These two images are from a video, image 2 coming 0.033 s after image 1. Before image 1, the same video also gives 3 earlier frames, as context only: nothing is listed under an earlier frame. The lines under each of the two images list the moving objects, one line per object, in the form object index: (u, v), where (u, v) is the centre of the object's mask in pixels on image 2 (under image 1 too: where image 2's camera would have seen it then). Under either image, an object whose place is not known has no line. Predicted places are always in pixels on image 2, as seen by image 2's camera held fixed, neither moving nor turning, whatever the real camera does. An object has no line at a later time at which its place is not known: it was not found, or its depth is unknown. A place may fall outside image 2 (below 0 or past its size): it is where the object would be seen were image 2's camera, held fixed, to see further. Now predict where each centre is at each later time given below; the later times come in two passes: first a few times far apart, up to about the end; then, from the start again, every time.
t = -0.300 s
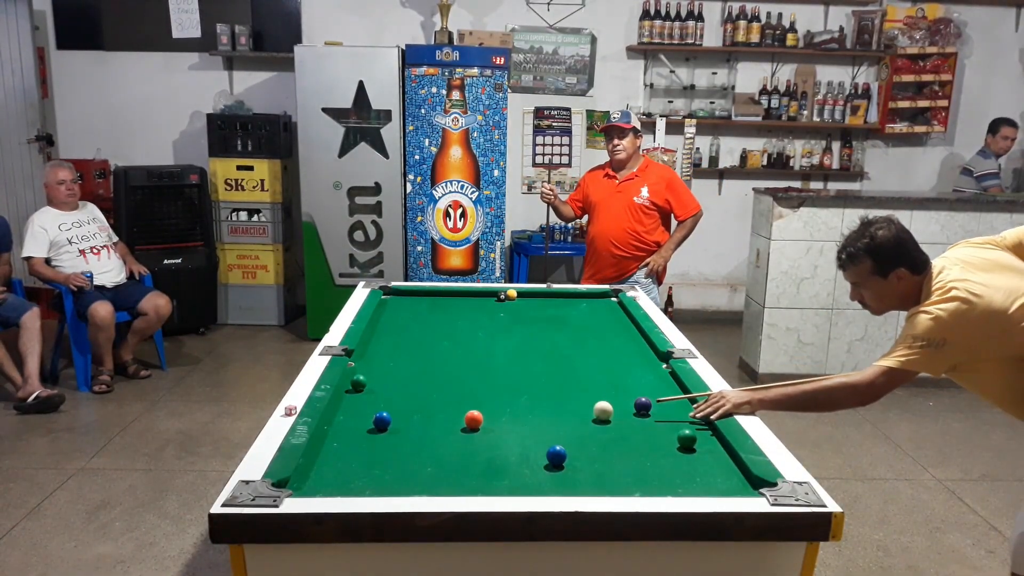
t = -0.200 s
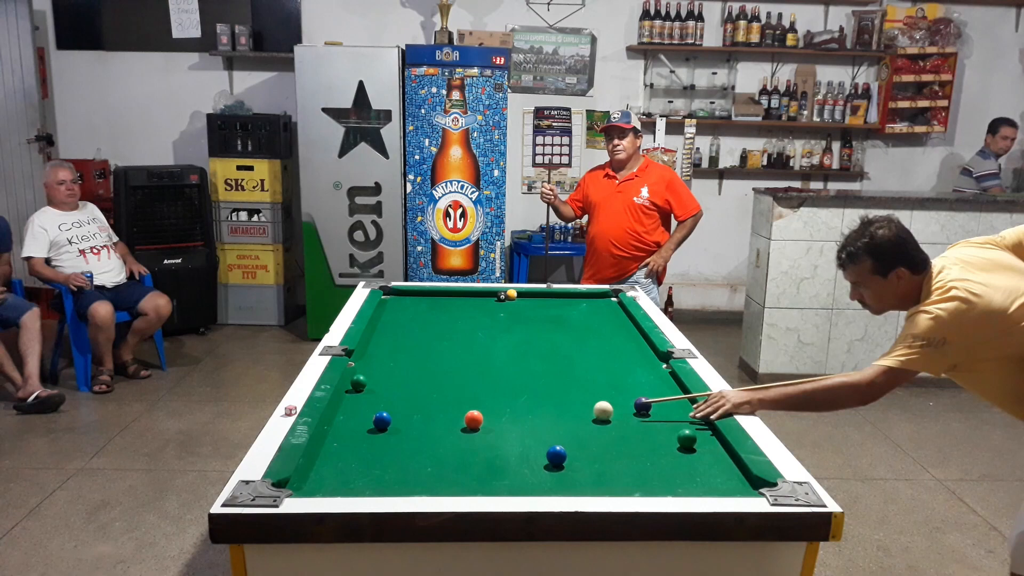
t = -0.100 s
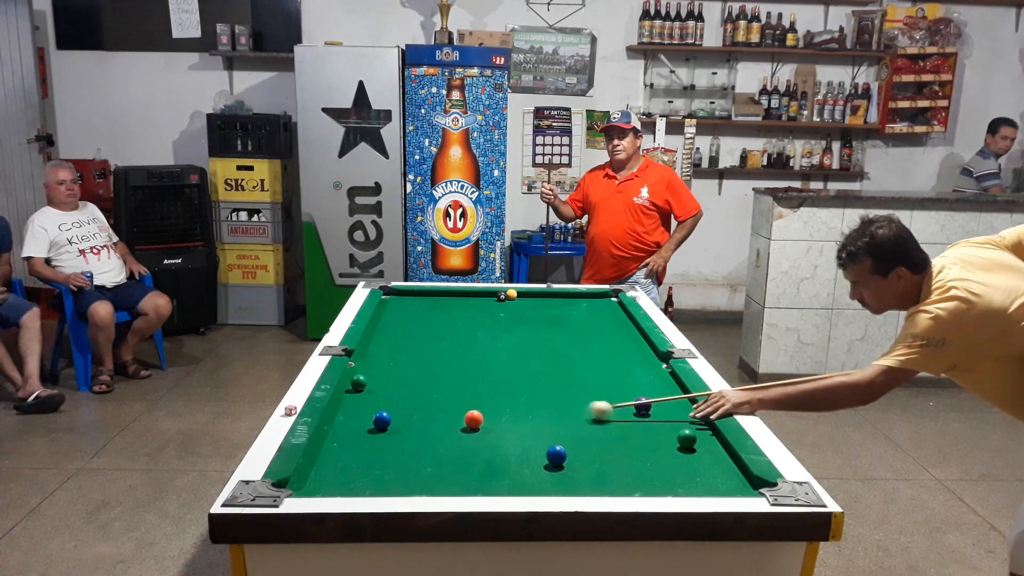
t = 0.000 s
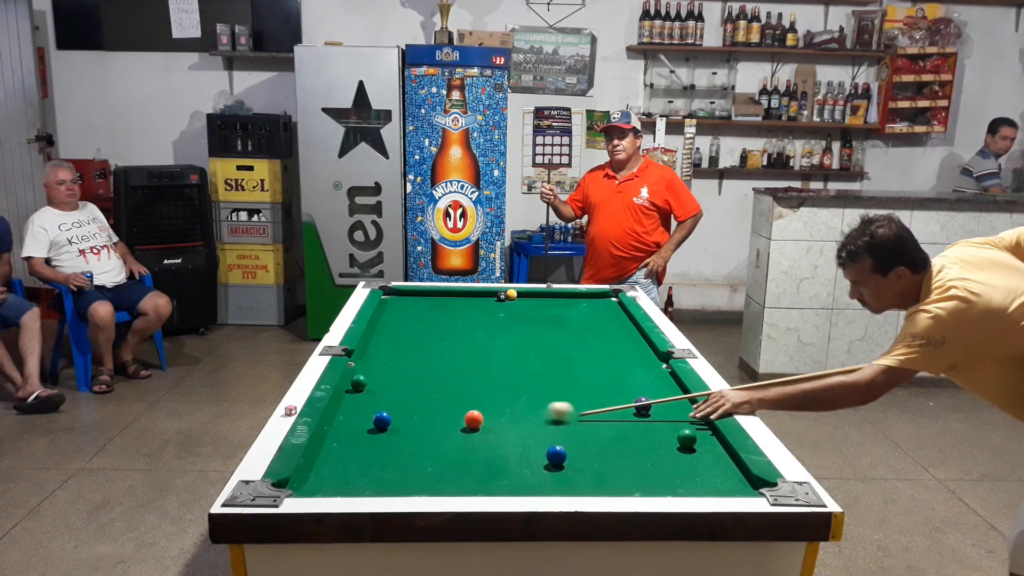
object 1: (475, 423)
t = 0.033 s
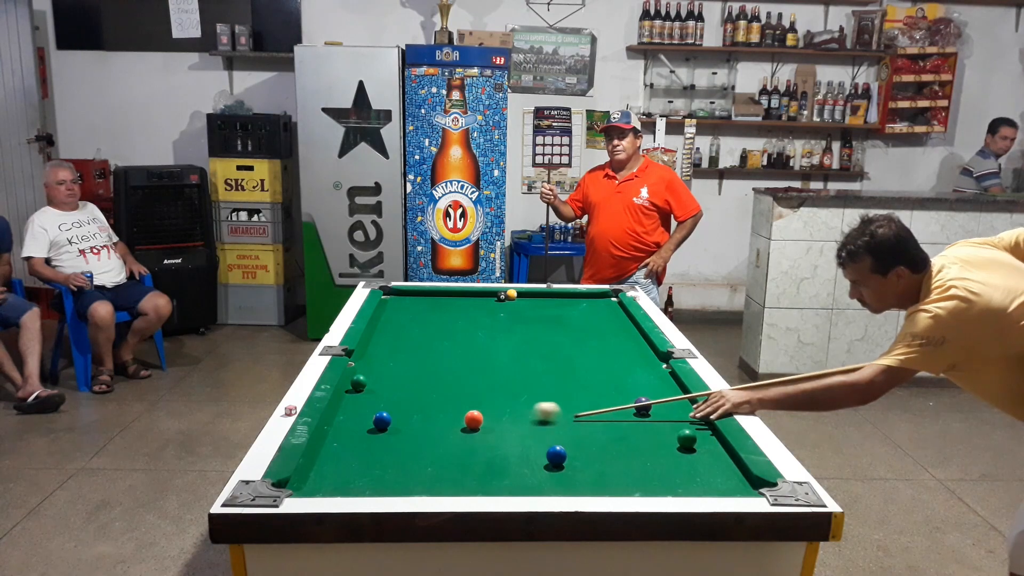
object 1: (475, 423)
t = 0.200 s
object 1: (472, 420)
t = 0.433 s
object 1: (446, 433)
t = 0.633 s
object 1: (424, 443)
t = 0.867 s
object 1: (397, 456)
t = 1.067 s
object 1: (374, 466)
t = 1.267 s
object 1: (352, 476)
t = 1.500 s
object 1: (326, 483)
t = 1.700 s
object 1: (314, 482)
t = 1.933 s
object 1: (299, 483)
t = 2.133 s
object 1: (295, 483)
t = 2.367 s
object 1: (297, 484)
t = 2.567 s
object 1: (296, 484)
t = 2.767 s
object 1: (296, 484)
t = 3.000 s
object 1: (296, 484)
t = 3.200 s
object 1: (296, 484)
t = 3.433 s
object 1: (296, 483)
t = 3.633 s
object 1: (296, 483)
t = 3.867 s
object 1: (296, 483)
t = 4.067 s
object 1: (296, 483)
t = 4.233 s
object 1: (296, 483)
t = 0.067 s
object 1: (474, 420)
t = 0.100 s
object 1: (474, 419)
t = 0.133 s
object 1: (474, 420)
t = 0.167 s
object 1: (473, 420)
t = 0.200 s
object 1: (472, 420)
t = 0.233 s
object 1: (468, 422)
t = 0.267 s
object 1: (464, 424)
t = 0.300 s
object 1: (461, 426)
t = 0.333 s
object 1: (457, 427)
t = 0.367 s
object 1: (453, 429)
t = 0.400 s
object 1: (450, 431)
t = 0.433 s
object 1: (446, 433)
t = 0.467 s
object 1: (442, 434)
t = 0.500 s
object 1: (439, 436)
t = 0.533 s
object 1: (435, 438)
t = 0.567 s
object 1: (431, 440)
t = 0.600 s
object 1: (427, 442)
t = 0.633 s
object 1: (424, 443)
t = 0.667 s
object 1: (420, 445)
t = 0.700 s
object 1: (416, 447)
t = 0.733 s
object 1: (412, 449)
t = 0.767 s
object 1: (408, 451)
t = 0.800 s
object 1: (405, 452)
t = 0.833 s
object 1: (401, 454)
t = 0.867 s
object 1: (397, 456)
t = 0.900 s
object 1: (393, 457)
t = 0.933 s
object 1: (390, 459)
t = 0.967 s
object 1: (386, 461)
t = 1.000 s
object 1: (382, 463)
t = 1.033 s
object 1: (378, 465)
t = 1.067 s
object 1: (374, 466)
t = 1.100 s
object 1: (371, 468)
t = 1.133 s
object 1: (367, 469)
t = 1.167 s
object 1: (363, 471)
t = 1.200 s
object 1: (359, 473)
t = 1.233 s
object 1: (355, 475)
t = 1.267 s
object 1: (352, 476)
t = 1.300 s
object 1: (348, 477)
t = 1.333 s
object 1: (344, 478)
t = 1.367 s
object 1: (340, 479)
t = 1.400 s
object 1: (337, 480)
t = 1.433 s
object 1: (333, 481)
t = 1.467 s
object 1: (330, 482)
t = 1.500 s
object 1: (326, 483)
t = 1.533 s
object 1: (323, 483)
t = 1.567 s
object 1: (320, 483)
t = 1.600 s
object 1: (318, 483)
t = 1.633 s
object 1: (317, 483)
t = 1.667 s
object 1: (315, 483)
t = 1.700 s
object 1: (314, 482)
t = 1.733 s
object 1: (312, 482)
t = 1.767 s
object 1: (309, 482)
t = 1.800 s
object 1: (306, 483)
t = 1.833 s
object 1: (303, 483)
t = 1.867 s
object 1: (302, 484)
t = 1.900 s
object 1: (301, 483)
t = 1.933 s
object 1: (299, 483)
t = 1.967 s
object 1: (298, 483)
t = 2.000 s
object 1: (297, 483)
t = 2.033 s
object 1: (296, 483)
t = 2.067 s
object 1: (295, 483)
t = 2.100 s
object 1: (295, 483)
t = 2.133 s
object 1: (295, 483)
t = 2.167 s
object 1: (295, 483)
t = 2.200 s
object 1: (296, 483)
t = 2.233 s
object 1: (296, 484)
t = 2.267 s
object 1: (296, 484)
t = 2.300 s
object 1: (297, 484)
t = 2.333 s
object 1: (297, 484)
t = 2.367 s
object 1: (297, 484)
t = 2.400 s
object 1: (297, 484)
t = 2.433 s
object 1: (297, 484)
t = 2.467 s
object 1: (297, 484)
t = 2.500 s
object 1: (297, 484)
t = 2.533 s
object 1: (297, 484)
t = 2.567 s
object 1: (296, 484)
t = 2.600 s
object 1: (296, 484)
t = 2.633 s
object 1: (296, 483)
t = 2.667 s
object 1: (296, 484)
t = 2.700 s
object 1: (296, 484)
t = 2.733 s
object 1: (296, 483)
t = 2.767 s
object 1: (296, 484)
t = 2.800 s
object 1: (296, 484)
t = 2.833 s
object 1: (296, 484)
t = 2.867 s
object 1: (296, 484)
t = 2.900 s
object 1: (296, 483)
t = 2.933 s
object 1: (296, 484)
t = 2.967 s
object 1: (296, 483)
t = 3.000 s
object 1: (296, 484)
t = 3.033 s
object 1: (296, 483)
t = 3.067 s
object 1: (296, 484)
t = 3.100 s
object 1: (296, 483)
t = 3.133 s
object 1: (296, 483)
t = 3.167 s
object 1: (296, 483)
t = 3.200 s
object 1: (296, 484)
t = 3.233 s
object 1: (296, 483)
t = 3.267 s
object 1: (296, 483)
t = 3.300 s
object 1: (296, 484)
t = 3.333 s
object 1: (296, 483)
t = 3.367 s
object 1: (296, 484)
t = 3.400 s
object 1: (296, 483)
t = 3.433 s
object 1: (296, 483)
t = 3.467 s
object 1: (296, 483)
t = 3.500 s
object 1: (296, 484)
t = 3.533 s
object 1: (296, 483)
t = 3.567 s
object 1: (296, 483)
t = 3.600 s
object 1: (296, 483)
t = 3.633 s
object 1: (296, 483)
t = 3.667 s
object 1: (296, 483)
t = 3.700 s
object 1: (296, 483)
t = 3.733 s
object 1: (296, 483)
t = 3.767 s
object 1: (296, 484)
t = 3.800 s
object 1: (296, 483)
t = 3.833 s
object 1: (296, 483)
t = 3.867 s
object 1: (296, 483)
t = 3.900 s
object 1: (296, 484)
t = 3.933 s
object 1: (296, 483)
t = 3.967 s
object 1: (296, 483)
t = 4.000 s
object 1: (296, 483)
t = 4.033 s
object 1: (296, 483)
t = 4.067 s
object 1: (296, 483)
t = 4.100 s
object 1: (296, 483)
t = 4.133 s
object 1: (296, 483)
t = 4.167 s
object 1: (296, 483)
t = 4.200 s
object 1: (296, 483)
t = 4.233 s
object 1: (296, 483)
